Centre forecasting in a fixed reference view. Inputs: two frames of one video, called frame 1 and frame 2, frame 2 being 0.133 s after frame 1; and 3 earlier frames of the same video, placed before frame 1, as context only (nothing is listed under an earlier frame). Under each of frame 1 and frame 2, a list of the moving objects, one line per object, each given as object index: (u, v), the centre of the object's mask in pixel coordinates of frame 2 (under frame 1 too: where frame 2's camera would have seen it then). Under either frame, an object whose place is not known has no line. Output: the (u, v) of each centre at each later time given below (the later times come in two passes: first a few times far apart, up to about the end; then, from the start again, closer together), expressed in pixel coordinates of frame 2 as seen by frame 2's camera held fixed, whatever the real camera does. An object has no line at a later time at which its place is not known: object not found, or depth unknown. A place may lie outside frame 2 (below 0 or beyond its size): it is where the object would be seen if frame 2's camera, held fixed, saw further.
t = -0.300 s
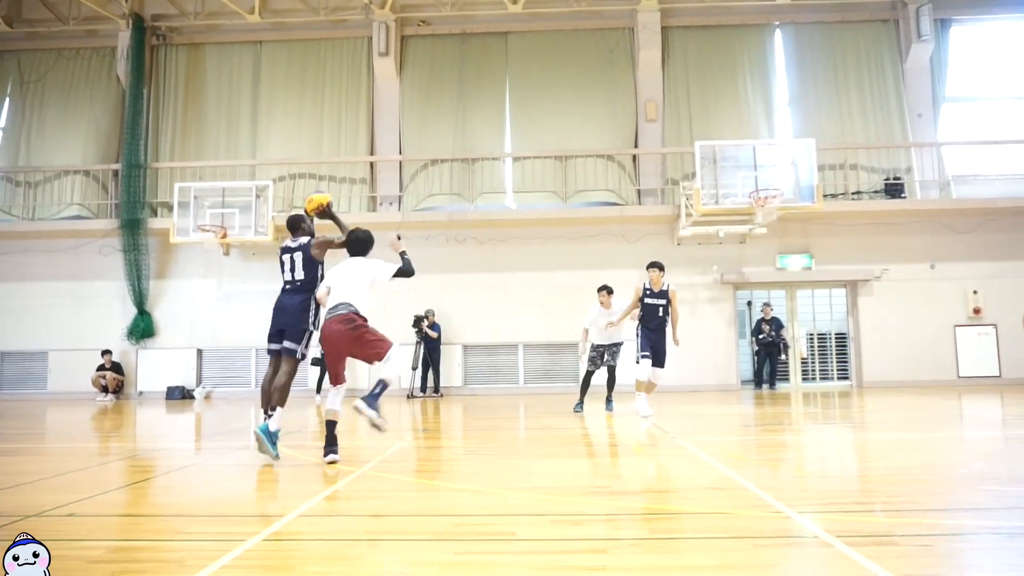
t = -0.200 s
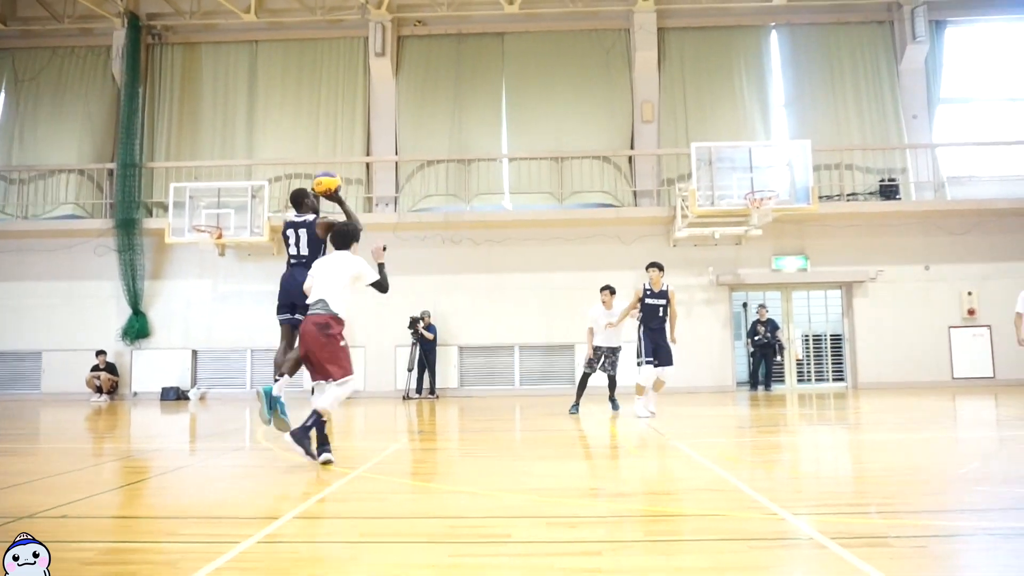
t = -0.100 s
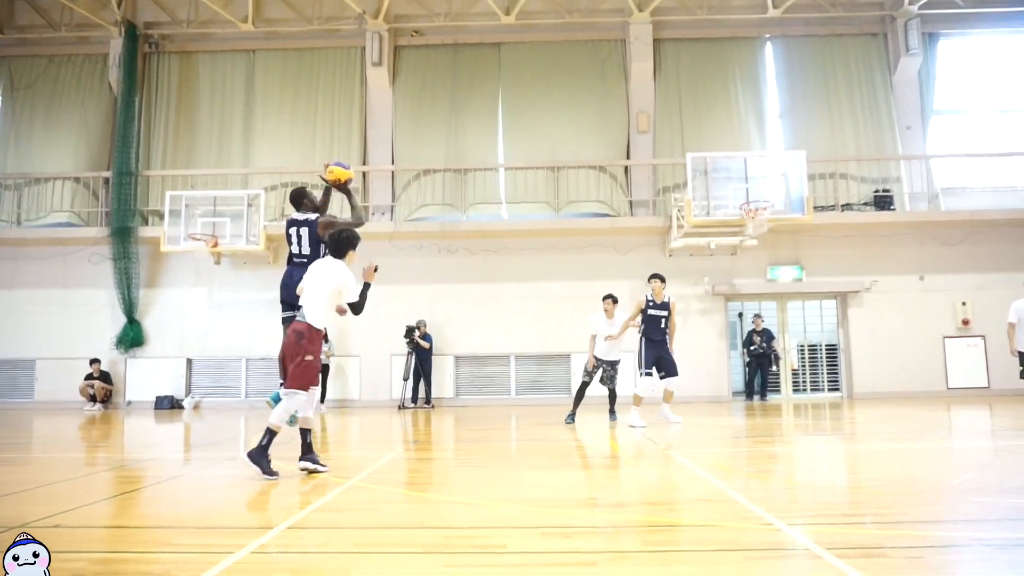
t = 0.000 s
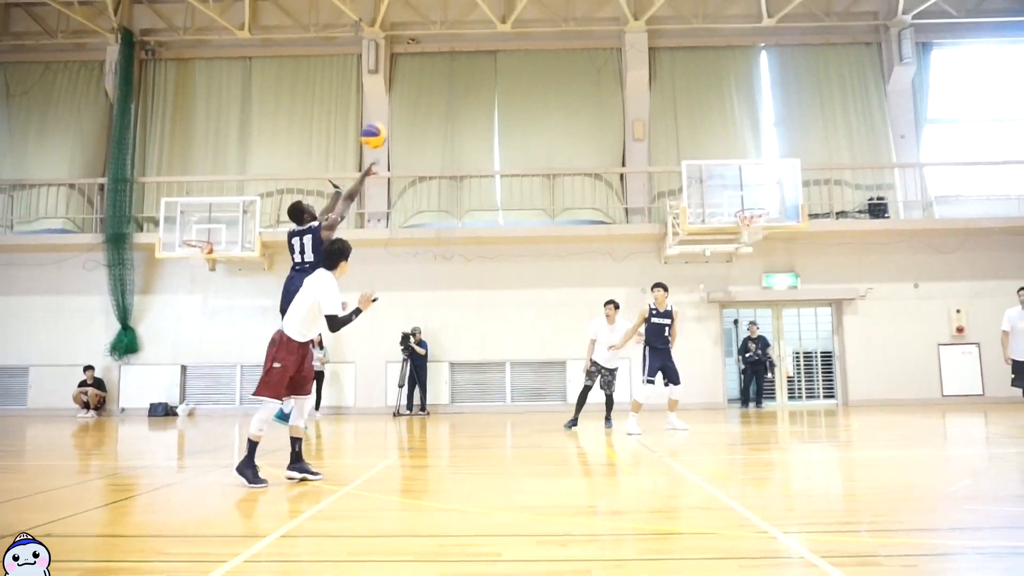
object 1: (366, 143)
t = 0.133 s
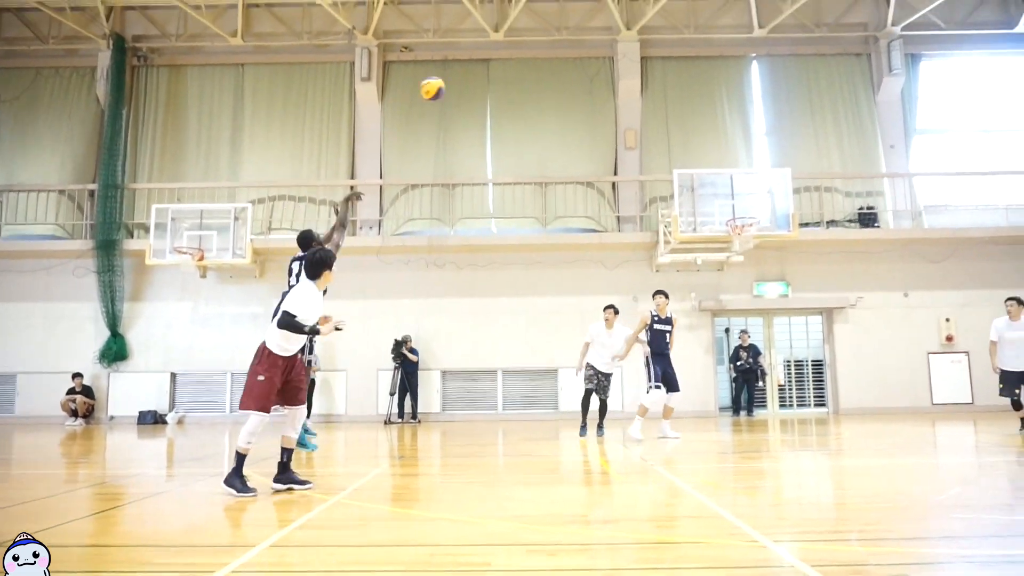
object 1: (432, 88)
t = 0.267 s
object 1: (488, 56)
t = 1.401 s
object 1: (739, 240)
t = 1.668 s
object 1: (767, 273)
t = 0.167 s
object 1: (447, 78)
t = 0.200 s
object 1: (462, 70)
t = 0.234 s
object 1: (476, 62)
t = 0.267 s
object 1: (488, 56)
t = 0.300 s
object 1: (501, 50)
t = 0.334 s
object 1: (514, 48)
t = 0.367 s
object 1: (526, 46)
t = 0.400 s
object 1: (537, 44)
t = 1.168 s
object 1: (737, 194)
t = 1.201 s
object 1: (744, 207)
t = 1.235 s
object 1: (750, 220)
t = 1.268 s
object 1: (741, 226)
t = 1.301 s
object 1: (733, 232)
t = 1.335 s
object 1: (734, 233)
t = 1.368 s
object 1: (735, 236)
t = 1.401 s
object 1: (739, 240)
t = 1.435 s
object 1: (740, 242)
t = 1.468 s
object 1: (745, 245)
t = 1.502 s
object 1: (749, 248)
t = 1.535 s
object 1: (752, 252)
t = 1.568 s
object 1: (755, 256)
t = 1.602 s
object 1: (759, 261)
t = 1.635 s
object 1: (763, 267)
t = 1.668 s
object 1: (767, 273)
